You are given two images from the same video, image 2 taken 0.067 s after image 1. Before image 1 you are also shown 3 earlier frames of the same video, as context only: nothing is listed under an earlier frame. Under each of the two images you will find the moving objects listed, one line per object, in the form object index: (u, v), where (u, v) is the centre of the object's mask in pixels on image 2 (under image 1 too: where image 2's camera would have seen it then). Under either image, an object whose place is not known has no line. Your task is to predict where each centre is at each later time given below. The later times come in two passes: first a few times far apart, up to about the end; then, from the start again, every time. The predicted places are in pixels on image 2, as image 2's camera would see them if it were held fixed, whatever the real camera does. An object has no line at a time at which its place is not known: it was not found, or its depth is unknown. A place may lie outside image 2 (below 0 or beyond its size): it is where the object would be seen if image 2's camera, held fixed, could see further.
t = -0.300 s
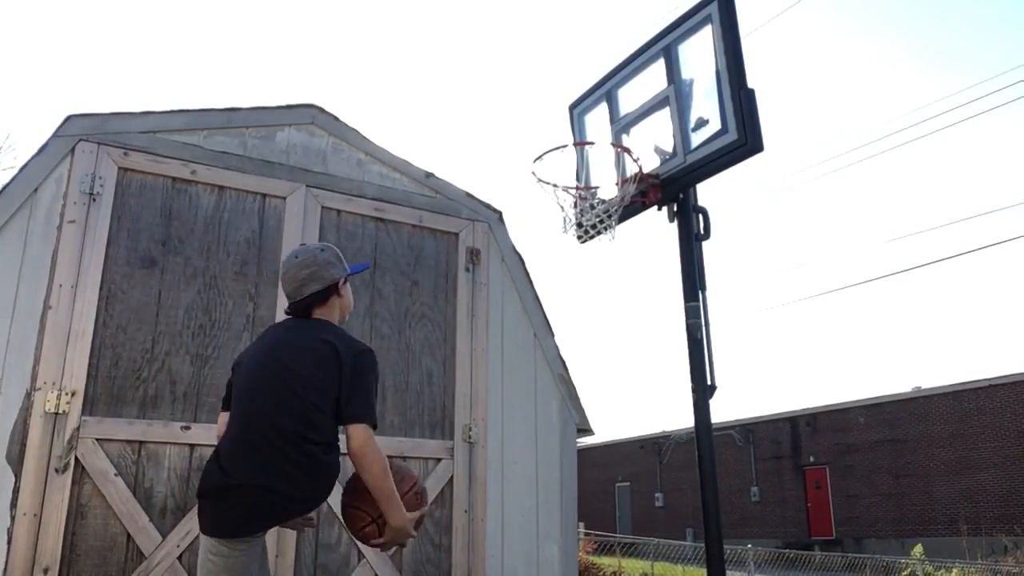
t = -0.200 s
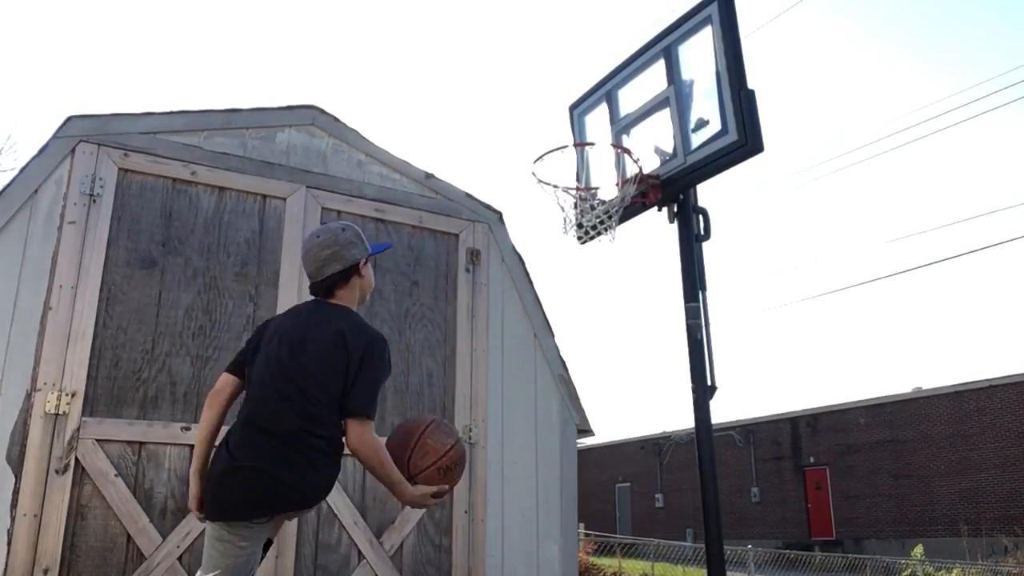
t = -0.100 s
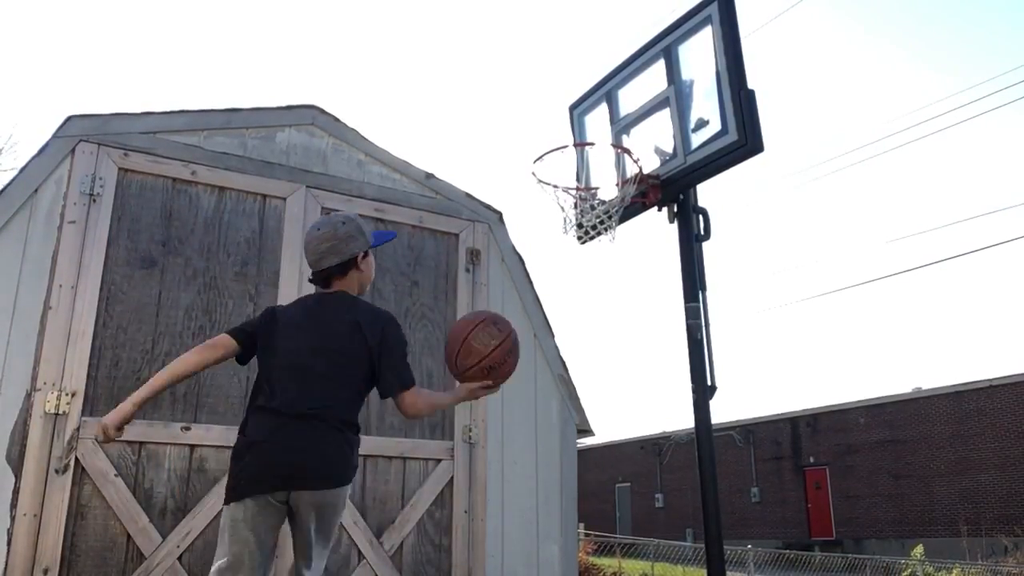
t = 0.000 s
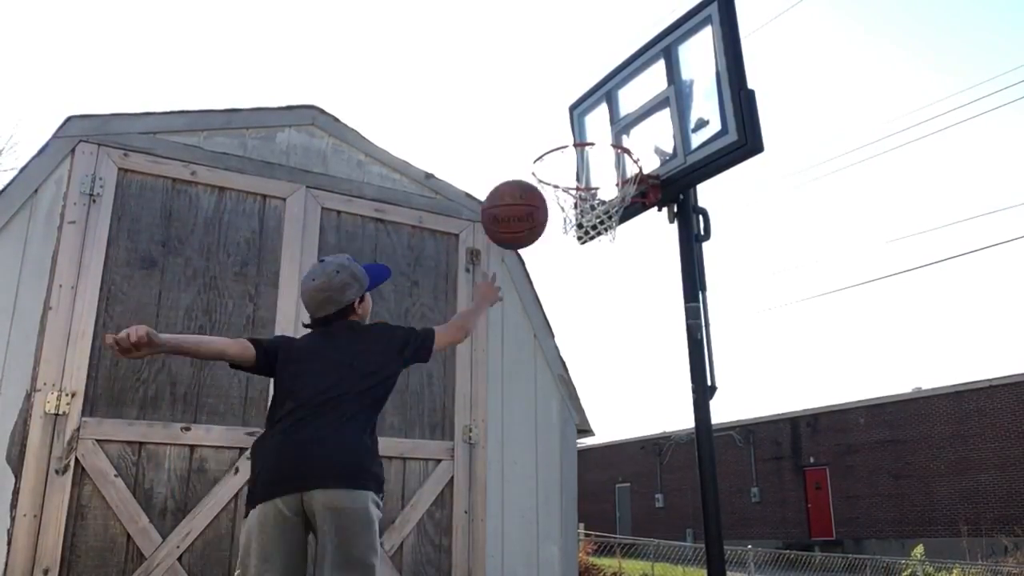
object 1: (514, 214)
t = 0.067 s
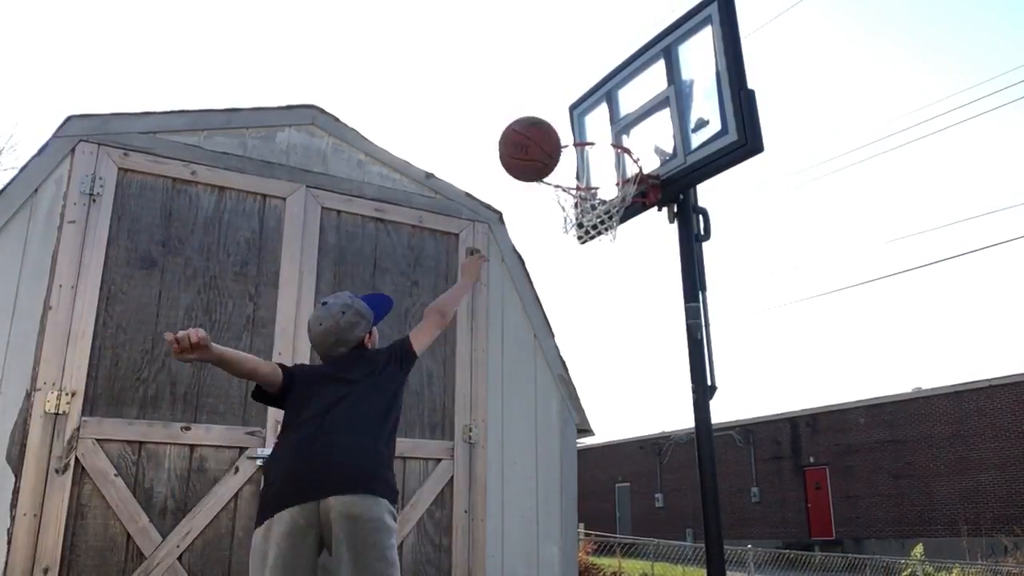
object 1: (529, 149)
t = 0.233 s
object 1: (559, 60)
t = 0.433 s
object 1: (588, 48)
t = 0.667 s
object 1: (606, 119)
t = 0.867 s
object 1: (571, 149)
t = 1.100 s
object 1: (578, 143)
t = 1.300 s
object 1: (617, 188)
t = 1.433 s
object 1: (614, 222)
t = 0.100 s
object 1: (536, 124)
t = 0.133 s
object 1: (542, 102)
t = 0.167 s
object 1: (548, 85)
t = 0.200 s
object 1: (554, 71)
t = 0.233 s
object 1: (559, 60)
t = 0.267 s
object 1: (564, 52)
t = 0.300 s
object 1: (569, 47)
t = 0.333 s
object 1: (574, 44)
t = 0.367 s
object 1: (579, 43)
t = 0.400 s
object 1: (583, 45)
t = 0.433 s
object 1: (588, 48)
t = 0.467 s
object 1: (592, 54)
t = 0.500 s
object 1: (596, 62)
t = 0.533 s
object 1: (601, 71)
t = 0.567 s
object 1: (605, 82)
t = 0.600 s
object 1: (609, 96)
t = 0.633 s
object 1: (613, 110)
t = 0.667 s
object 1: (606, 119)
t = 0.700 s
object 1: (600, 130)
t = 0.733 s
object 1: (593, 143)
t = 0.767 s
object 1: (587, 159)
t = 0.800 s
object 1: (582, 159)
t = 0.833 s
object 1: (576, 153)
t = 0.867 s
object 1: (571, 149)
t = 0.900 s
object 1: (566, 146)
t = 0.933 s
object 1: (560, 147)
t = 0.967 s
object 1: (555, 149)
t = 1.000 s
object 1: (560, 145)
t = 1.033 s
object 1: (566, 142)
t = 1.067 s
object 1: (572, 142)
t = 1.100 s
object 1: (578, 143)
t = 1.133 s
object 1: (585, 147)
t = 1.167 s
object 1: (591, 152)
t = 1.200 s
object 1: (597, 158)
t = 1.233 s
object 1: (604, 166)
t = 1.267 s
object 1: (612, 176)
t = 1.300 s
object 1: (617, 188)
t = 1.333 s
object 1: (621, 199)
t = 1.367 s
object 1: (624, 206)
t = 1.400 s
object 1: (619, 215)
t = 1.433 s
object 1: (614, 222)
